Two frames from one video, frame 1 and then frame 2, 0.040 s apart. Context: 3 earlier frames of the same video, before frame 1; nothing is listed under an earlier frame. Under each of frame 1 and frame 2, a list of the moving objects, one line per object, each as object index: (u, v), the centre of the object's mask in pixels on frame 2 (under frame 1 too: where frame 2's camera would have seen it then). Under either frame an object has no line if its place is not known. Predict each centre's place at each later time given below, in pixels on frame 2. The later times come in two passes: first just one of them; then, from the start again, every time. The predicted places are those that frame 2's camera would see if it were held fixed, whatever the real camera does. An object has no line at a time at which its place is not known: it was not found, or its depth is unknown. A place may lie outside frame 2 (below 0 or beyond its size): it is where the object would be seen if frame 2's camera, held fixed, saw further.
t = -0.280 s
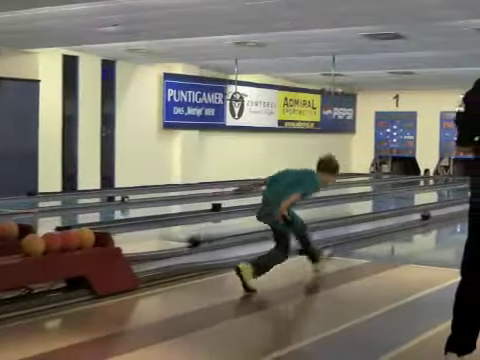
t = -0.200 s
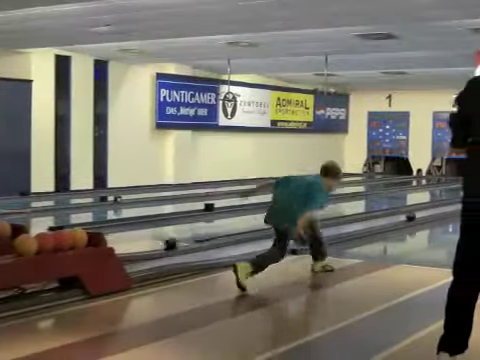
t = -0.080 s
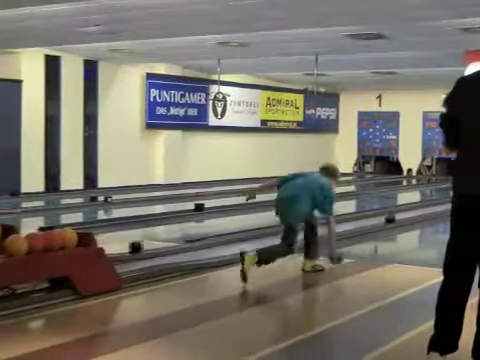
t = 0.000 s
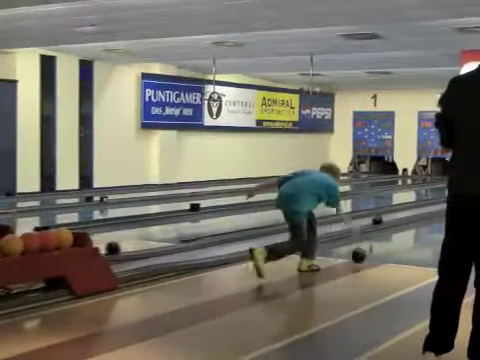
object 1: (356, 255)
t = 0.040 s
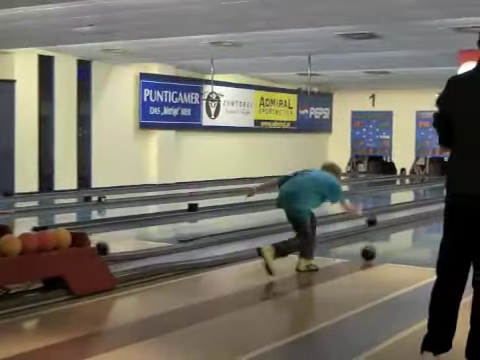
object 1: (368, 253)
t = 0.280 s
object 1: (426, 237)
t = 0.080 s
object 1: (379, 249)
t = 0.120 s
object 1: (390, 247)
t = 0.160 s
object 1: (400, 245)
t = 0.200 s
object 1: (410, 241)
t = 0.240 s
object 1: (418, 240)
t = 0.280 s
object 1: (426, 237)
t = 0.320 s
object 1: (435, 235)
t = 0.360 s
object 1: (440, 234)
